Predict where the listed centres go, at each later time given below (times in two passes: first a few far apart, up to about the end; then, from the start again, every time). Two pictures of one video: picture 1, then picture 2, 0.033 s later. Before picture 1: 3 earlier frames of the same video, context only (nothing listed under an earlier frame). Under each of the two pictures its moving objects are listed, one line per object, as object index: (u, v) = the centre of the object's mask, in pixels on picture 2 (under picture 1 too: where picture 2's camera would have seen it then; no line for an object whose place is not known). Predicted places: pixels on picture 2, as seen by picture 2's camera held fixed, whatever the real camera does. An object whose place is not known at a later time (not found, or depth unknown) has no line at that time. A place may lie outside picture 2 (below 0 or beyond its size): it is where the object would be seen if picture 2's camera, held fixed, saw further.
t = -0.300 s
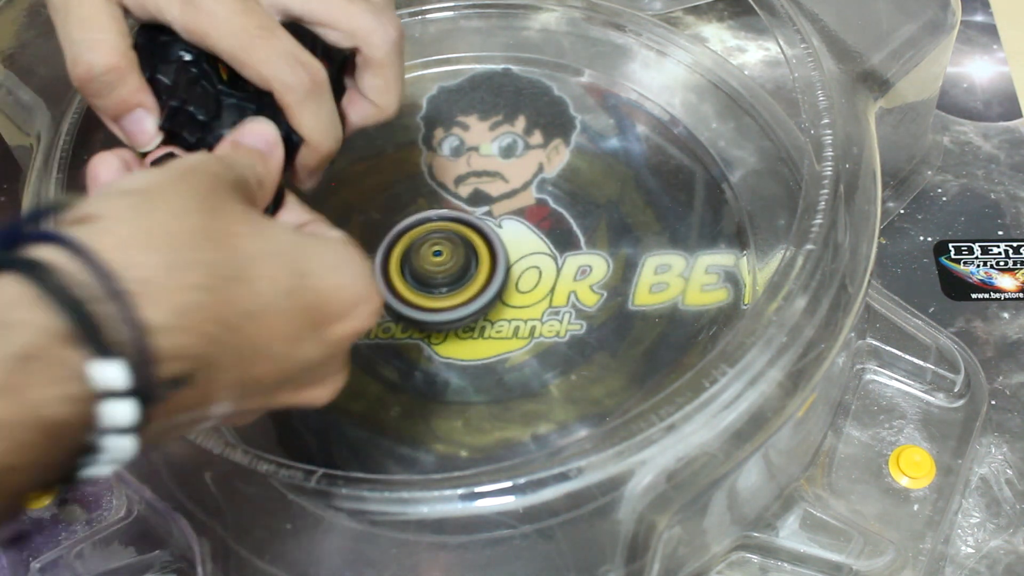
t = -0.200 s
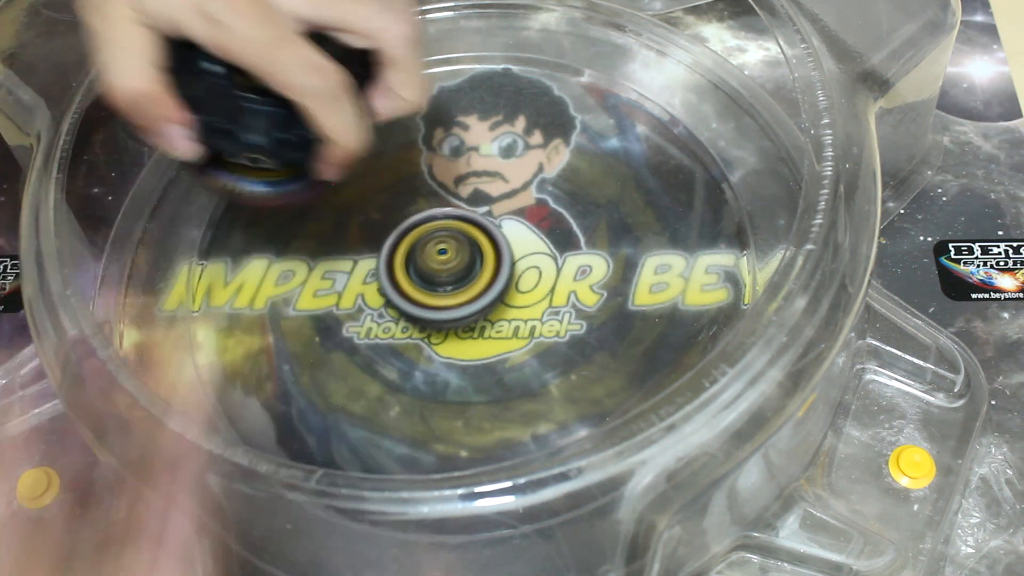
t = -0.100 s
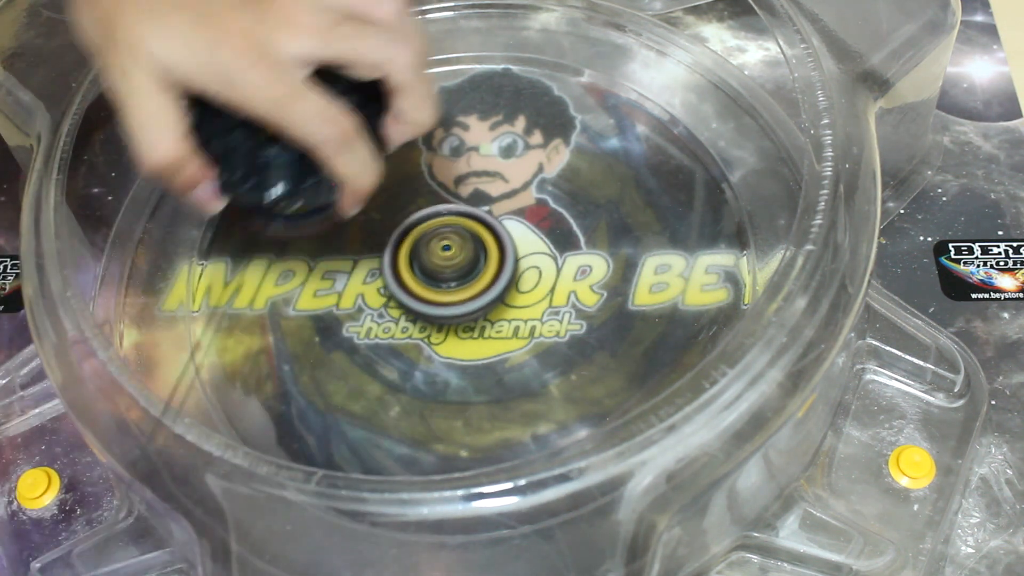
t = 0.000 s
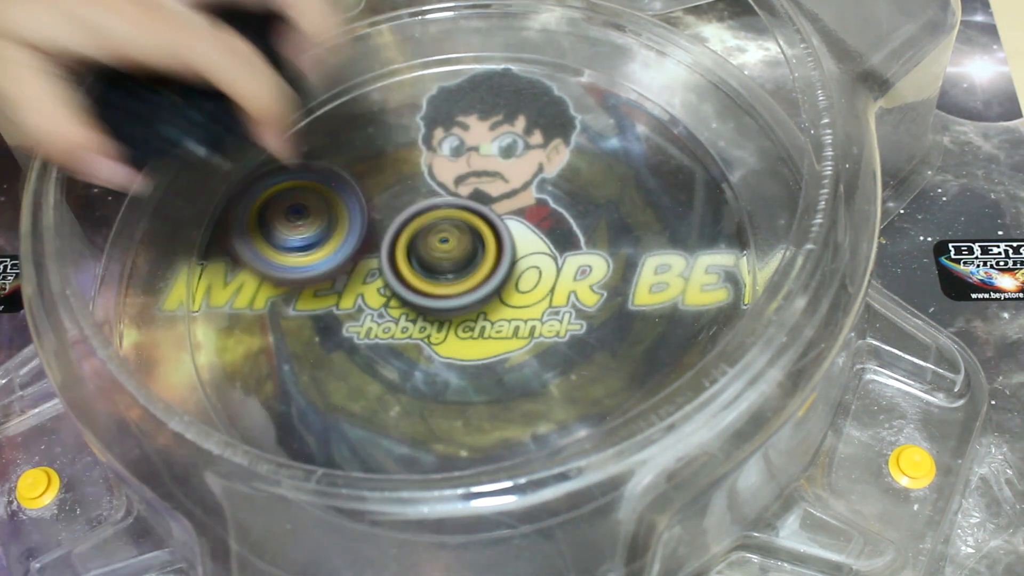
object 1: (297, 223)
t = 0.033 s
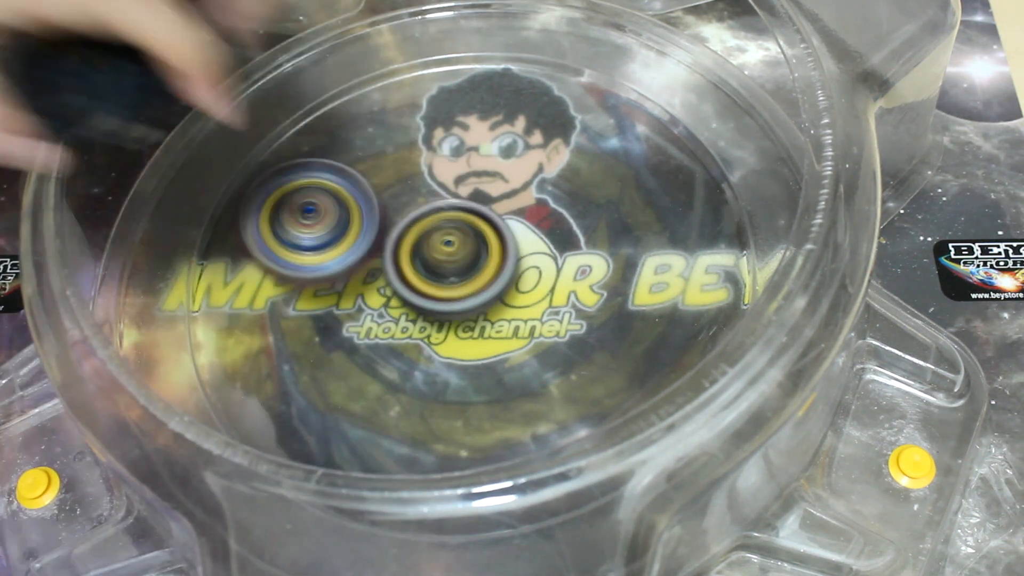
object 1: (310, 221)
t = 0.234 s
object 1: (337, 254)
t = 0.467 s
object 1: (309, 191)
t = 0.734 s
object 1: (282, 413)
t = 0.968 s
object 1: (444, 255)
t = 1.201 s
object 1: (223, 219)
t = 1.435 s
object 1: (333, 133)
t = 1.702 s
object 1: (340, 104)
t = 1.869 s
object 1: (392, 79)
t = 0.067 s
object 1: (317, 228)
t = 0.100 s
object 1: (310, 233)
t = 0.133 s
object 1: (305, 238)
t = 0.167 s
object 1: (307, 249)
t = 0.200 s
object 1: (320, 256)
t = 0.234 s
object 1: (337, 254)
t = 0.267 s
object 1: (357, 244)
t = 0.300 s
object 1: (371, 226)
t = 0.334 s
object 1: (372, 208)
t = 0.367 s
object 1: (365, 188)
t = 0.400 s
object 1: (348, 177)
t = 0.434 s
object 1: (327, 177)
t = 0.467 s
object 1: (309, 191)
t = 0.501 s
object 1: (304, 209)
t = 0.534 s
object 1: (319, 232)
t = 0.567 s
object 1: (342, 245)
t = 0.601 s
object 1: (278, 270)
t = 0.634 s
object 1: (238, 300)
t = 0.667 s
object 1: (220, 348)
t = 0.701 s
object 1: (233, 375)
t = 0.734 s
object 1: (282, 413)
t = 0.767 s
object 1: (335, 429)
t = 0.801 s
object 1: (383, 430)
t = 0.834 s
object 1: (431, 416)
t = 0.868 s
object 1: (459, 385)
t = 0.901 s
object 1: (476, 343)
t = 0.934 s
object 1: (465, 295)
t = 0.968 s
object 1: (444, 255)
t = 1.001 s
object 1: (410, 224)
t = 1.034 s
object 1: (374, 202)
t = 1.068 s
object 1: (333, 192)
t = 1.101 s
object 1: (291, 193)
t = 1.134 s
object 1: (247, 206)
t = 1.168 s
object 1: (219, 235)
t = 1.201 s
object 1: (223, 219)
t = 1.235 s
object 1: (250, 201)
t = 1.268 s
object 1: (282, 193)
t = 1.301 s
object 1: (307, 189)
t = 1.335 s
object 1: (315, 174)
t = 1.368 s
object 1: (327, 167)
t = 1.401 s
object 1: (329, 151)
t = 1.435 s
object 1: (333, 133)
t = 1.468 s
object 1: (335, 112)
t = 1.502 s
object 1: (335, 88)
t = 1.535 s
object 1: (337, 94)
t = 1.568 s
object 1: (334, 99)
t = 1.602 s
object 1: (328, 91)
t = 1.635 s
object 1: (330, 98)
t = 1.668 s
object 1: (335, 111)
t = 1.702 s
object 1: (340, 104)
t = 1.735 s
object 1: (350, 94)
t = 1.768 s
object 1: (362, 80)
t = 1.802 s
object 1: (370, 89)
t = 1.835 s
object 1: (378, 88)
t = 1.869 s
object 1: (392, 79)
